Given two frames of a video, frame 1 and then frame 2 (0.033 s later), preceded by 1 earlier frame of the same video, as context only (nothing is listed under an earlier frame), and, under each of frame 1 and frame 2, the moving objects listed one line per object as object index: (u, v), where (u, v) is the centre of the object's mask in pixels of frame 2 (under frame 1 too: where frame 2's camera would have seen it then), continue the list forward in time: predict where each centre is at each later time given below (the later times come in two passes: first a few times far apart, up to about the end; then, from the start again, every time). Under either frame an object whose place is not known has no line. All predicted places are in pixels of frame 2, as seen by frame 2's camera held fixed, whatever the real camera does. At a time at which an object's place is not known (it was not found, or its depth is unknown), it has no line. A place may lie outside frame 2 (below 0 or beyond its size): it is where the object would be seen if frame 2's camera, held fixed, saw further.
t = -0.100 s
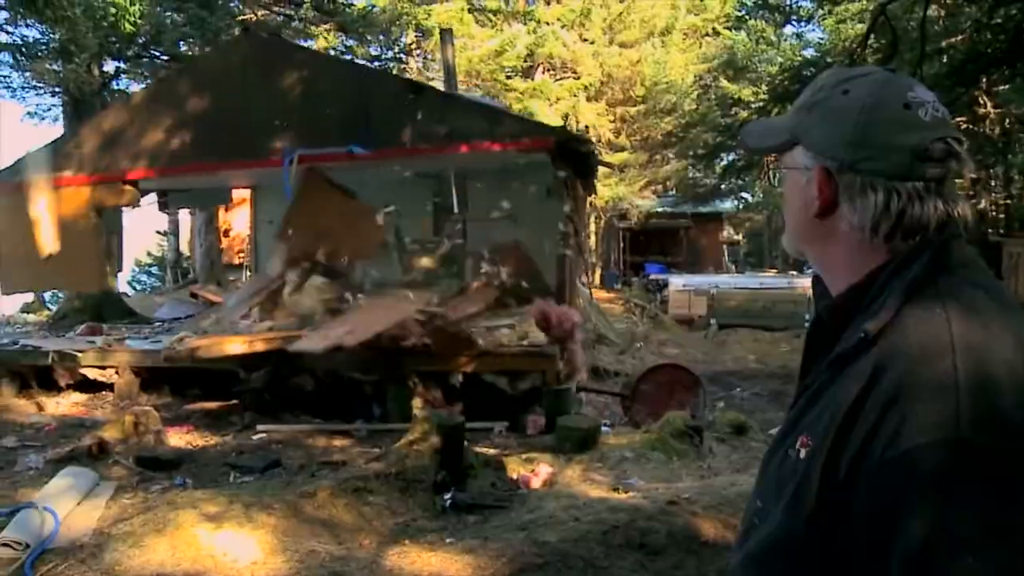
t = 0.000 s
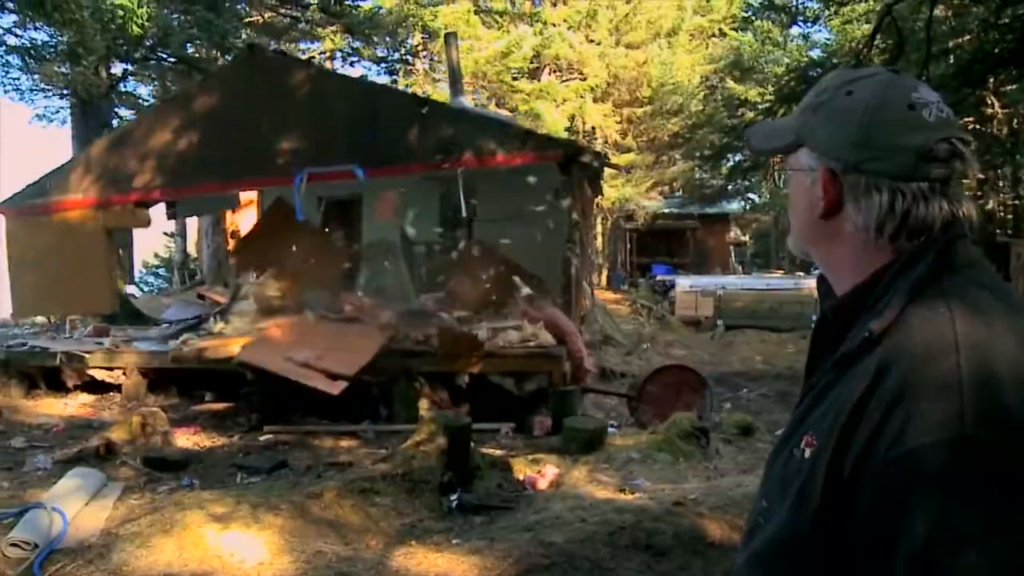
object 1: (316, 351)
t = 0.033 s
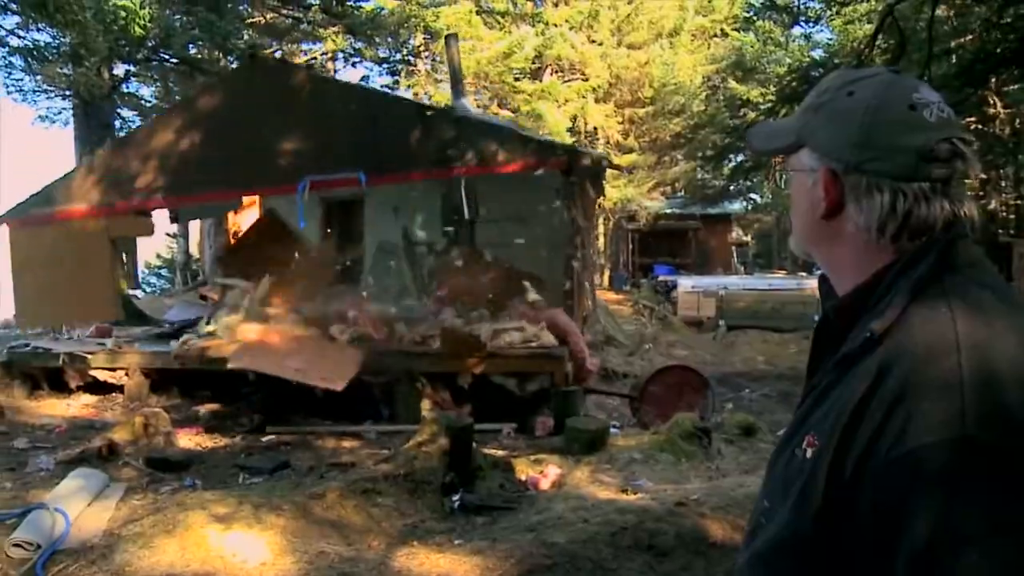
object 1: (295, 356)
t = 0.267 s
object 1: (210, 383)
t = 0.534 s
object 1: (154, 370)
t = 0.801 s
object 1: (108, 379)
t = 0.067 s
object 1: (278, 362)
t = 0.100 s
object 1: (260, 365)
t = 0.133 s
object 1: (252, 379)
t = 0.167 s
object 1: (238, 376)
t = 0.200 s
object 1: (228, 381)
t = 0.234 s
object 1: (219, 384)
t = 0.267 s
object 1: (210, 383)
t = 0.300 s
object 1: (201, 377)
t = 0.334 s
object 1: (195, 376)
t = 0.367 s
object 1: (188, 373)
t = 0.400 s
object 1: (182, 371)
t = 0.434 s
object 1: (172, 369)
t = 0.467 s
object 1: (165, 368)
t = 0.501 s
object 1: (160, 369)
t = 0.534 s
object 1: (154, 370)
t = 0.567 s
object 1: (148, 373)
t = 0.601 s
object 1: (142, 377)
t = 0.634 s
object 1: (136, 379)
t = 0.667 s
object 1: (129, 382)
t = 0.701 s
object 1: (121, 388)
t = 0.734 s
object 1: (118, 387)
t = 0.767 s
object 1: (113, 385)
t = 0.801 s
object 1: (108, 379)
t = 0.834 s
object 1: (104, 378)
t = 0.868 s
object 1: (100, 376)
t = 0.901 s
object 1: (96, 375)
